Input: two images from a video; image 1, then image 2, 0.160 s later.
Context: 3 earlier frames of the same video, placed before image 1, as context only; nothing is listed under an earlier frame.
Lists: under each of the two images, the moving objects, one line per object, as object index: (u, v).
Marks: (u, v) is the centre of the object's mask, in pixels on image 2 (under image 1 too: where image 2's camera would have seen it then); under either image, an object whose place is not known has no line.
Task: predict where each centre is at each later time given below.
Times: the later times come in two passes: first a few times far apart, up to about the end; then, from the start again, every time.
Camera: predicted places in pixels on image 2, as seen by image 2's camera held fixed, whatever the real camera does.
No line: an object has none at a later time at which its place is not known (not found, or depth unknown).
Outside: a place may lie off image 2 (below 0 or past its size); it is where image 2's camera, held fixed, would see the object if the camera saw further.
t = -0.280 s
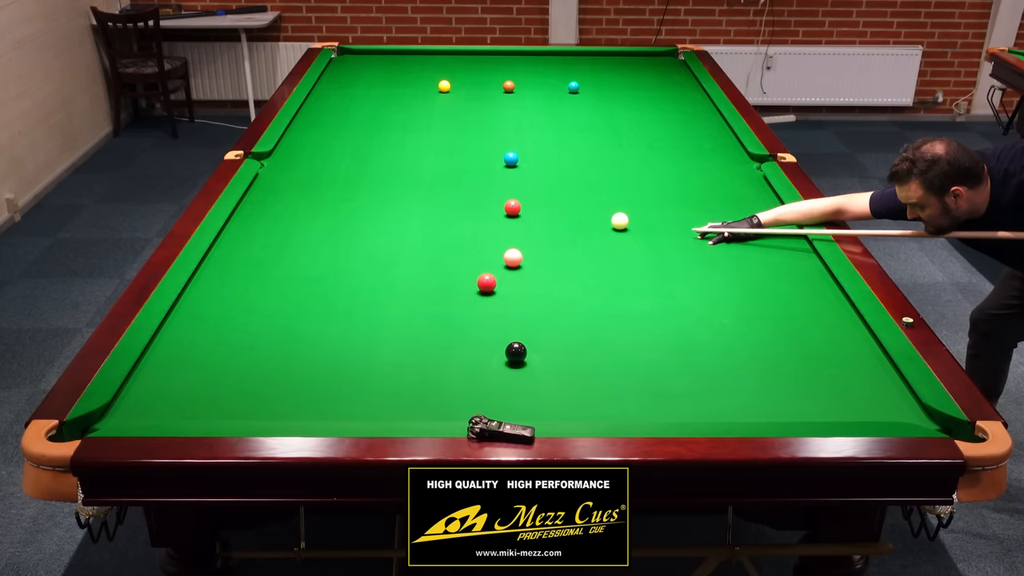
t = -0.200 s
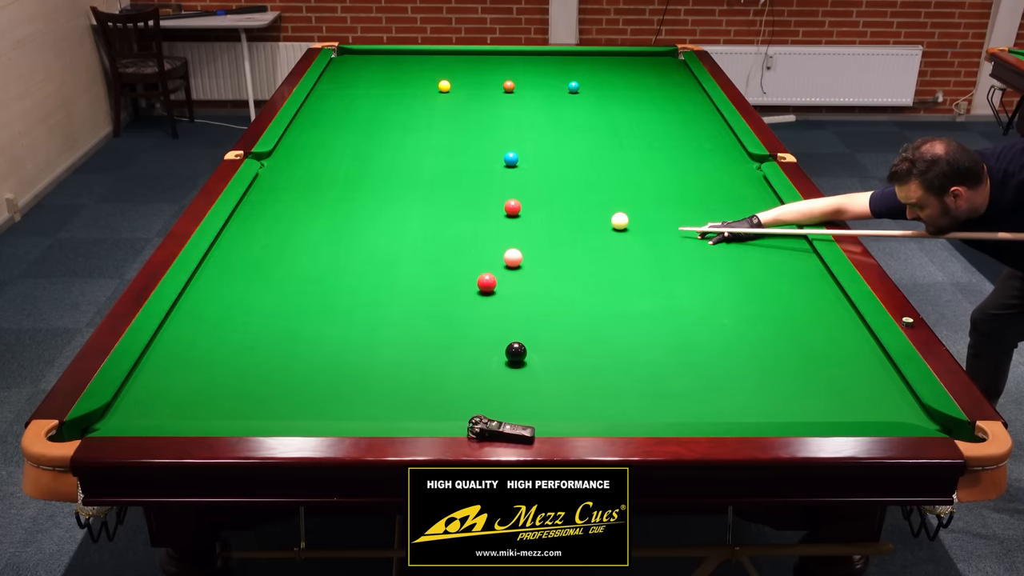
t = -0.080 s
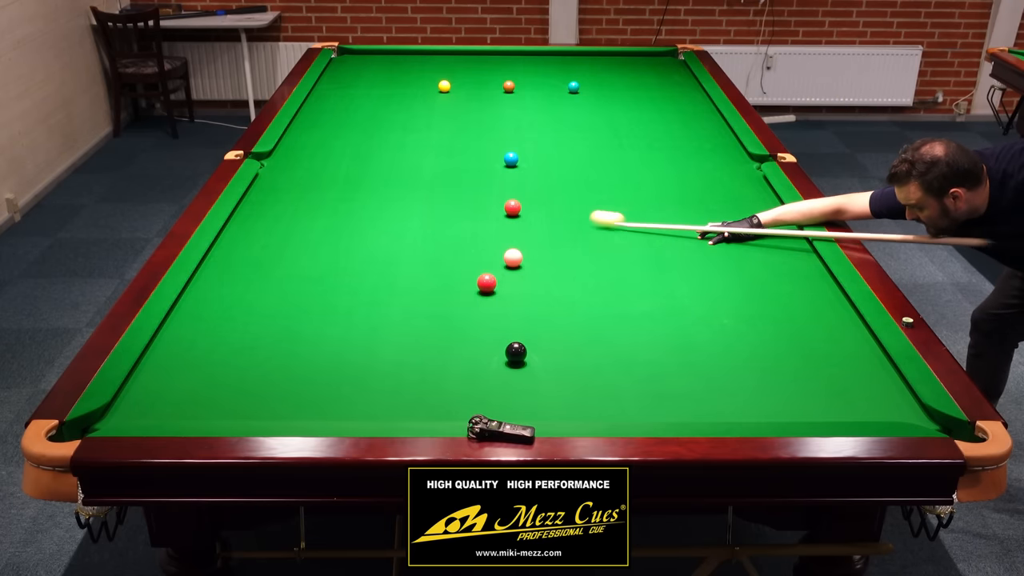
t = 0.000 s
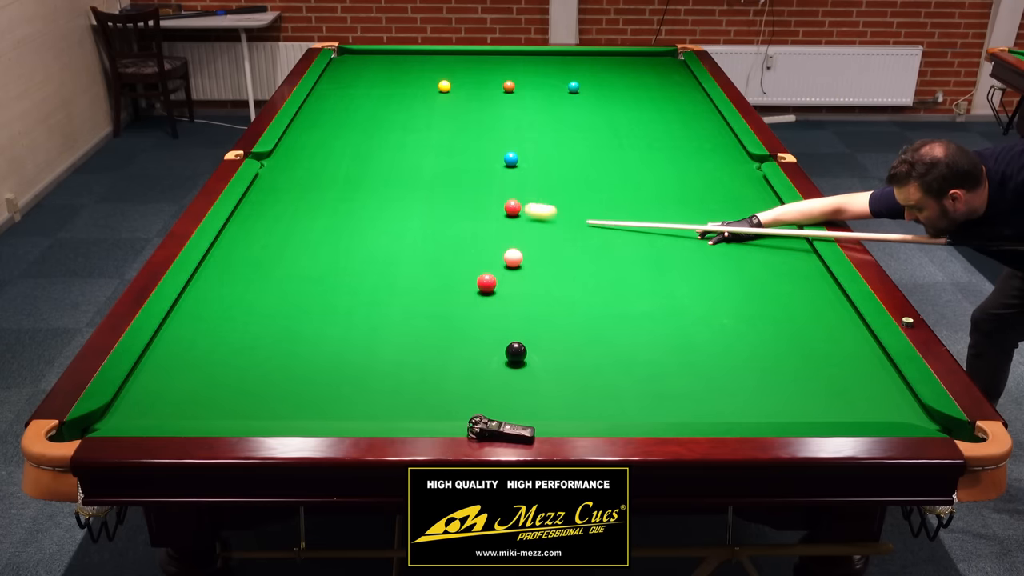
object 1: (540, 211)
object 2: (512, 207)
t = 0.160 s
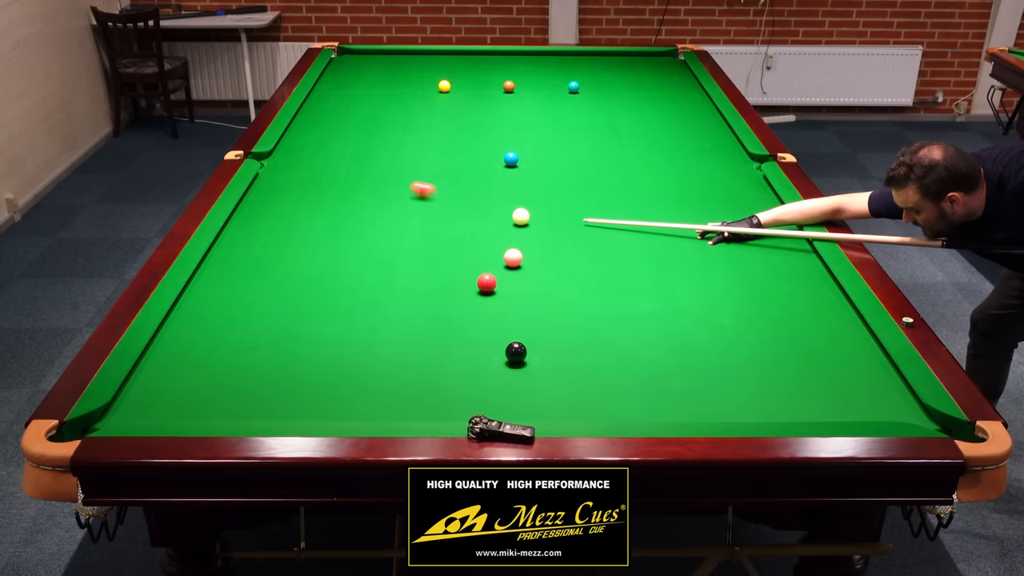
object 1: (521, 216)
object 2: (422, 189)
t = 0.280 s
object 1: (524, 221)
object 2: (358, 177)
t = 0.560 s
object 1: (532, 232)
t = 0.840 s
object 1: (540, 243)
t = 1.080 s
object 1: (547, 252)
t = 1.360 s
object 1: (554, 262)
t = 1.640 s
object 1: (562, 271)
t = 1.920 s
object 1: (569, 280)
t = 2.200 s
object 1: (575, 288)
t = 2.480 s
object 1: (581, 296)
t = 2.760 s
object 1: (587, 302)
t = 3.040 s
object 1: (591, 308)
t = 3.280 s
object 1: (595, 312)
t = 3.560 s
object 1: (598, 315)
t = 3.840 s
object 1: (599, 318)
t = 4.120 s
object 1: (600, 320)
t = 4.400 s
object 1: (599, 321)
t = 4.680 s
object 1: (600, 321)
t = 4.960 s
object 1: (600, 321)
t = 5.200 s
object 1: (600, 321)
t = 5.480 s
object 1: (600, 321)
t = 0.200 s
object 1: (521, 218)
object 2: (400, 184)
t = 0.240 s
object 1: (522, 220)
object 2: (378, 180)
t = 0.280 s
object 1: (524, 221)
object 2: (358, 177)
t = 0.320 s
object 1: (525, 223)
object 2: (339, 173)
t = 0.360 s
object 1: (526, 225)
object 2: (320, 170)
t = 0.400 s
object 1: (527, 226)
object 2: (303, 166)
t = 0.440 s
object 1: (528, 228)
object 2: (286, 163)
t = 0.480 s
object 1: (529, 229)
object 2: (270, 160)
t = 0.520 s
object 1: (531, 231)
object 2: (255, 156)
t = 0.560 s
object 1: (532, 232)
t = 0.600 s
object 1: (533, 234)
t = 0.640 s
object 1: (534, 236)
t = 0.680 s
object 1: (535, 237)
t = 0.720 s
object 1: (536, 239)
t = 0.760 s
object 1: (538, 240)
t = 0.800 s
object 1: (539, 242)
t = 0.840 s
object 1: (540, 243)
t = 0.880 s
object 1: (541, 245)
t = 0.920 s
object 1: (542, 246)
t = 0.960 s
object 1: (543, 248)
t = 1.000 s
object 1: (544, 249)
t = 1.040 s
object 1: (545, 251)
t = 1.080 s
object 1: (547, 252)
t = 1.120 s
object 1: (548, 254)
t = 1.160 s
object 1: (549, 255)
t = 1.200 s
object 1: (550, 256)
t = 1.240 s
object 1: (551, 258)
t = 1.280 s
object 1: (552, 259)
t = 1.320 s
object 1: (553, 261)
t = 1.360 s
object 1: (554, 262)
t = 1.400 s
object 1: (555, 264)
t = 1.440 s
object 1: (556, 265)
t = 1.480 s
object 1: (558, 266)
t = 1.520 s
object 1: (559, 268)
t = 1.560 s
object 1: (560, 269)
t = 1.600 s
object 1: (561, 270)
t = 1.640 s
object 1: (562, 271)
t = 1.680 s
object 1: (563, 273)
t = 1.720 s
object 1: (564, 274)
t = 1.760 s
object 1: (565, 275)
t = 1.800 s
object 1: (566, 277)
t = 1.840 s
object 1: (567, 278)
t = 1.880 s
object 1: (568, 279)
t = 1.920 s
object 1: (569, 280)
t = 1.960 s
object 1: (570, 282)
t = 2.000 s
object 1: (571, 283)
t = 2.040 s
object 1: (571, 284)
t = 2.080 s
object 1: (573, 285)
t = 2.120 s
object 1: (573, 286)
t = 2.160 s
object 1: (574, 287)
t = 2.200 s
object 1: (575, 288)
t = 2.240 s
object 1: (576, 290)
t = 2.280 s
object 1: (577, 290)
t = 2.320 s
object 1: (578, 292)
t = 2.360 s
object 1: (579, 293)
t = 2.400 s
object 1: (579, 294)
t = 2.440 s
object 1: (580, 295)
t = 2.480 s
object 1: (581, 296)
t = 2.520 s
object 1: (582, 297)
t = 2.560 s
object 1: (583, 298)
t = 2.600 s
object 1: (584, 299)
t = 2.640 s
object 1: (584, 300)
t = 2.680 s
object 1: (585, 301)
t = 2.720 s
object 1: (586, 301)
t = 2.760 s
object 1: (587, 302)
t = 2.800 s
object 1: (587, 303)
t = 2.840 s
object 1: (588, 304)
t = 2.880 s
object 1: (589, 305)
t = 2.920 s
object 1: (589, 305)
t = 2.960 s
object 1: (590, 306)
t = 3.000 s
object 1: (591, 307)
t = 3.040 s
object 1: (591, 308)
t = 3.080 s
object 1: (592, 309)
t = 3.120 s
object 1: (593, 309)
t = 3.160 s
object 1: (593, 310)
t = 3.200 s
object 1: (594, 311)
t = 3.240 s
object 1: (594, 311)
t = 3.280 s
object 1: (595, 312)
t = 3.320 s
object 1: (595, 313)
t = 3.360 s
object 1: (596, 313)
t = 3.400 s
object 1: (596, 314)
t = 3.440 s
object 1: (596, 314)
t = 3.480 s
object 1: (597, 315)
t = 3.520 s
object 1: (597, 315)
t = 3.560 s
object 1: (598, 315)
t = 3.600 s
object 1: (598, 316)
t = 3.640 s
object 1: (598, 316)
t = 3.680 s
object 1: (599, 317)
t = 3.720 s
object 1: (599, 317)
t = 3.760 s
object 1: (599, 318)
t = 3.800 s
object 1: (599, 318)
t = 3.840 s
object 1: (599, 318)
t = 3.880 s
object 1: (599, 319)
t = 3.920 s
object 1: (599, 319)
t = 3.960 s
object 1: (599, 319)
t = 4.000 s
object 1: (600, 320)
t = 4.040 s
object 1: (600, 320)
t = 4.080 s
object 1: (600, 320)
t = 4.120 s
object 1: (600, 320)
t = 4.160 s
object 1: (600, 320)
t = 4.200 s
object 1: (600, 321)
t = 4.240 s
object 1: (599, 321)
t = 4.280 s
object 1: (599, 321)
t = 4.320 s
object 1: (599, 321)
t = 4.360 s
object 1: (599, 321)
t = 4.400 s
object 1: (599, 321)
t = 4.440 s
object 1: (599, 321)
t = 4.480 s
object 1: (599, 321)
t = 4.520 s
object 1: (599, 321)
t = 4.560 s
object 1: (599, 321)
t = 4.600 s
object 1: (599, 321)
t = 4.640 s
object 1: (599, 321)
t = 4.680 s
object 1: (600, 321)
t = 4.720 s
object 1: (600, 321)
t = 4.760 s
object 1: (600, 321)
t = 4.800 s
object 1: (600, 321)
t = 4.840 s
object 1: (600, 321)
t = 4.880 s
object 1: (600, 321)
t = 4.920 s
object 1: (600, 321)
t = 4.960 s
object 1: (600, 321)
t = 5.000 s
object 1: (600, 321)
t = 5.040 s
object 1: (600, 321)
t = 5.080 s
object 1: (600, 321)
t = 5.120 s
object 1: (600, 321)
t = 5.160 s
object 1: (600, 321)
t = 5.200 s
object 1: (600, 321)
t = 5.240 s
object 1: (600, 321)
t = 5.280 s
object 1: (600, 321)
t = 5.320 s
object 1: (600, 321)
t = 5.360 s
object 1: (600, 321)
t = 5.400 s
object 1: (600, 321)
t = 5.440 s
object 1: (600, 321)
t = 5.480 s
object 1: (600, 321)
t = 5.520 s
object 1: (600, 321)
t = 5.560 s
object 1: (600, 321)
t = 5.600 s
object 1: (600, 321)
